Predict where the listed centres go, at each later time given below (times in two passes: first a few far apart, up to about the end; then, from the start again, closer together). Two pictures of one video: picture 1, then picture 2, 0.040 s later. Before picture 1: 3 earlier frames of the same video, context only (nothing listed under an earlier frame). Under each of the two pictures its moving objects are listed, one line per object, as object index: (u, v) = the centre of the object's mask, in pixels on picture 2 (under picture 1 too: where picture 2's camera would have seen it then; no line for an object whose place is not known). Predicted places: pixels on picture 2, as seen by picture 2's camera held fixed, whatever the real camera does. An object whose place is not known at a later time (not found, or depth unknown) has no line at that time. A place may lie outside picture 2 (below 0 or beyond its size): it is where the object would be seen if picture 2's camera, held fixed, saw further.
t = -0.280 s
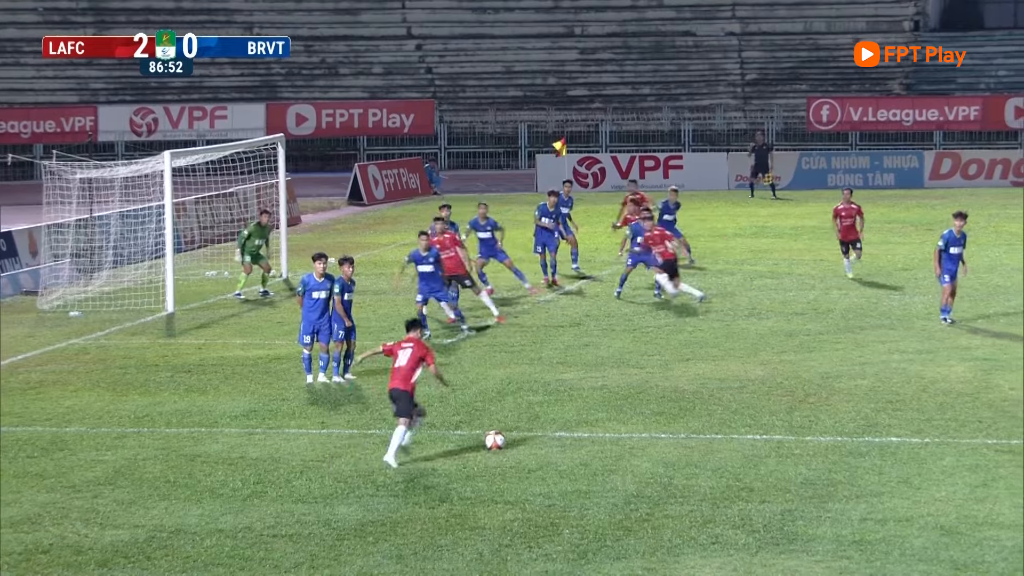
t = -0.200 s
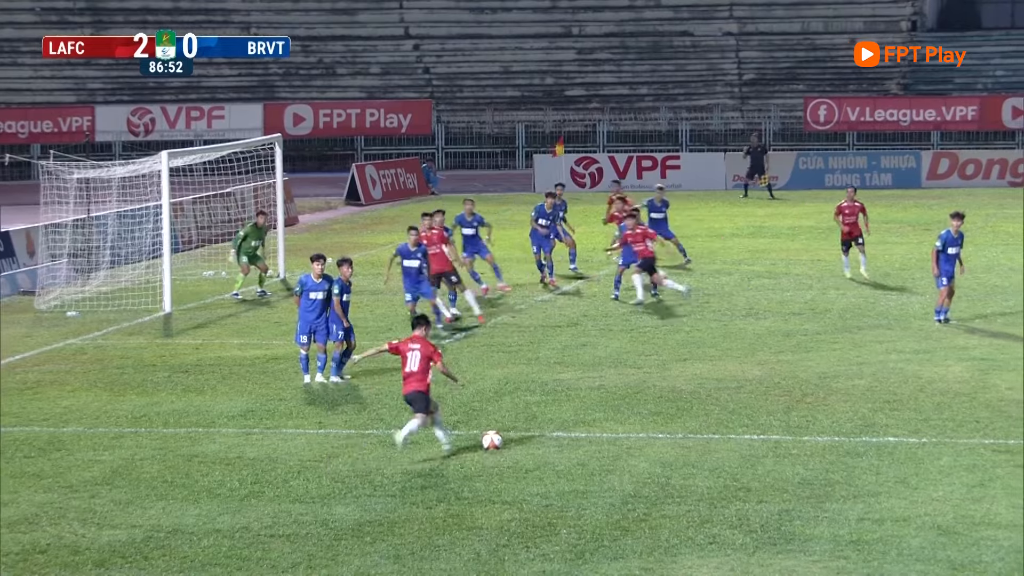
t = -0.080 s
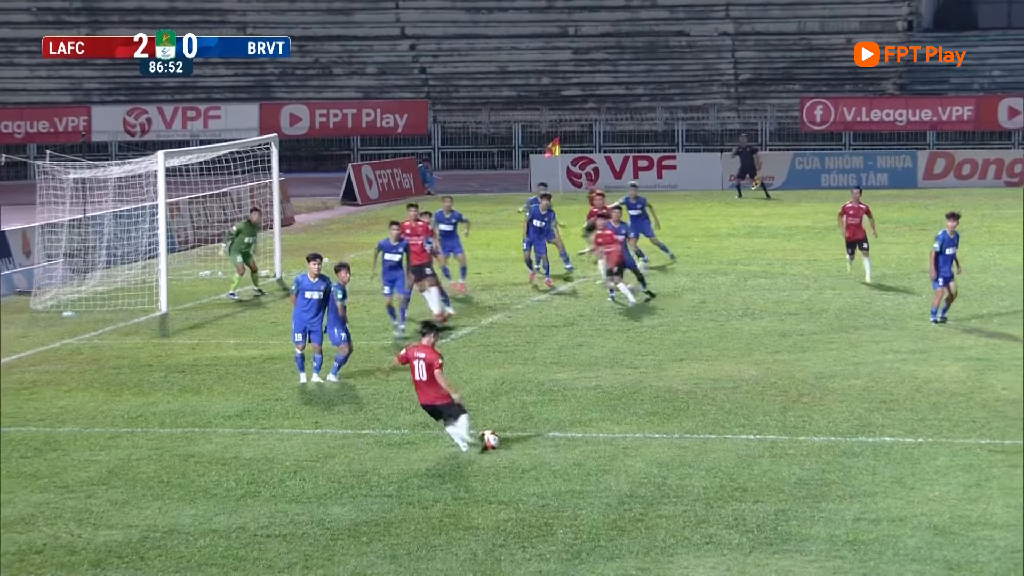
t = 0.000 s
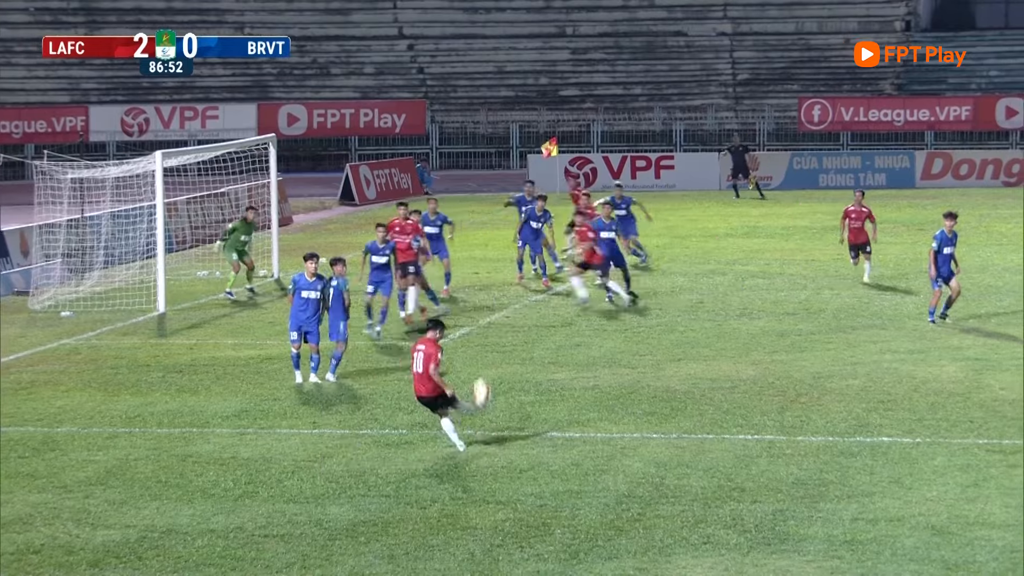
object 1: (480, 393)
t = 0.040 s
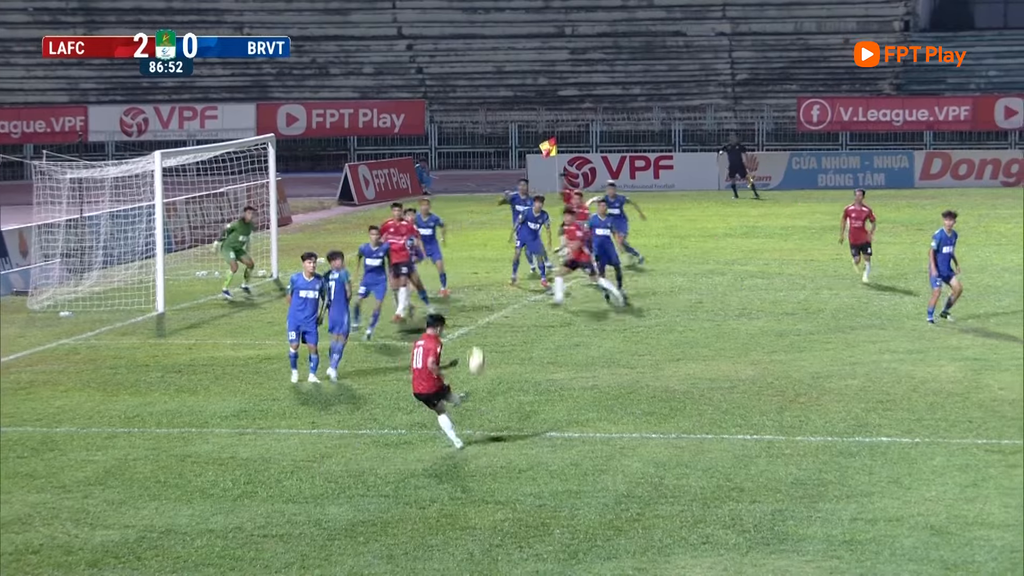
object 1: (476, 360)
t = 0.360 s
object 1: (402, 202)
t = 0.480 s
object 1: (364, 180)
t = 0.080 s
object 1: (470, 330)
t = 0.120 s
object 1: (462, 304)
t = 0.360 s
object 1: (402, 202)
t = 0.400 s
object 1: (390, 193)
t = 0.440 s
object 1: (377, 186)
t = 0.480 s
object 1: (364, 180)
